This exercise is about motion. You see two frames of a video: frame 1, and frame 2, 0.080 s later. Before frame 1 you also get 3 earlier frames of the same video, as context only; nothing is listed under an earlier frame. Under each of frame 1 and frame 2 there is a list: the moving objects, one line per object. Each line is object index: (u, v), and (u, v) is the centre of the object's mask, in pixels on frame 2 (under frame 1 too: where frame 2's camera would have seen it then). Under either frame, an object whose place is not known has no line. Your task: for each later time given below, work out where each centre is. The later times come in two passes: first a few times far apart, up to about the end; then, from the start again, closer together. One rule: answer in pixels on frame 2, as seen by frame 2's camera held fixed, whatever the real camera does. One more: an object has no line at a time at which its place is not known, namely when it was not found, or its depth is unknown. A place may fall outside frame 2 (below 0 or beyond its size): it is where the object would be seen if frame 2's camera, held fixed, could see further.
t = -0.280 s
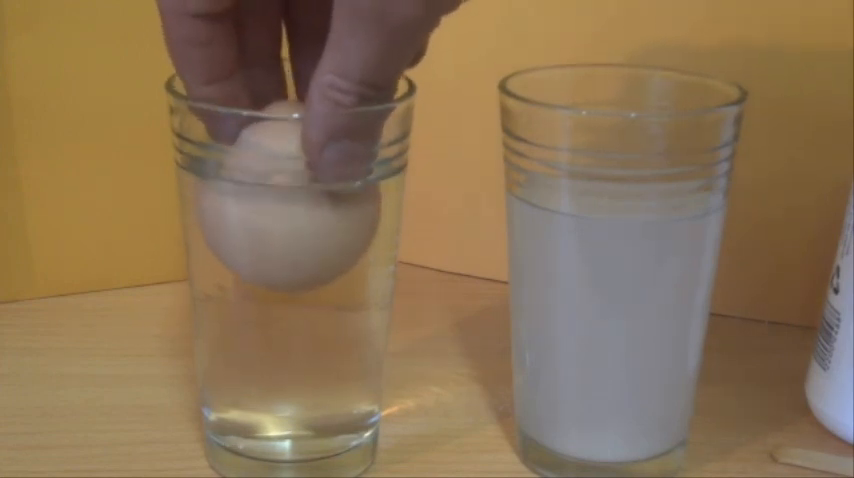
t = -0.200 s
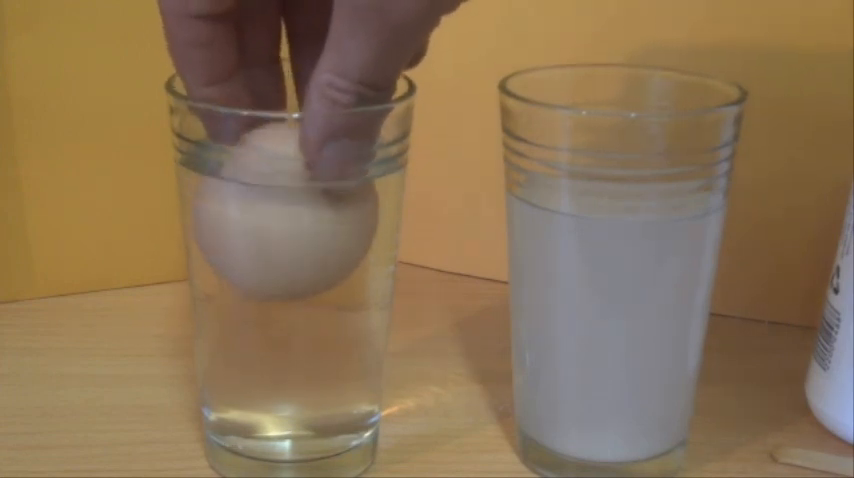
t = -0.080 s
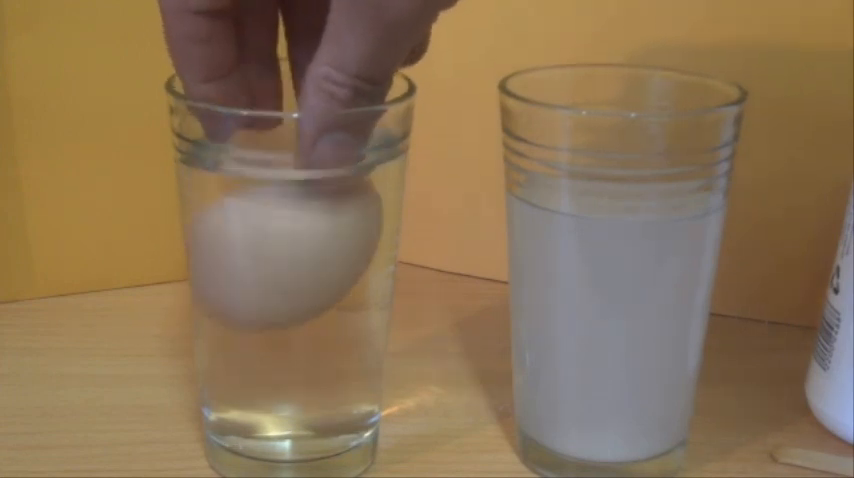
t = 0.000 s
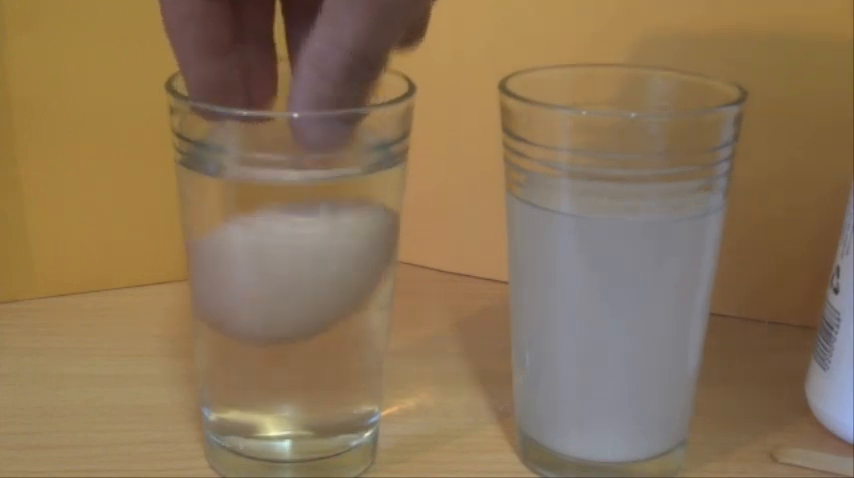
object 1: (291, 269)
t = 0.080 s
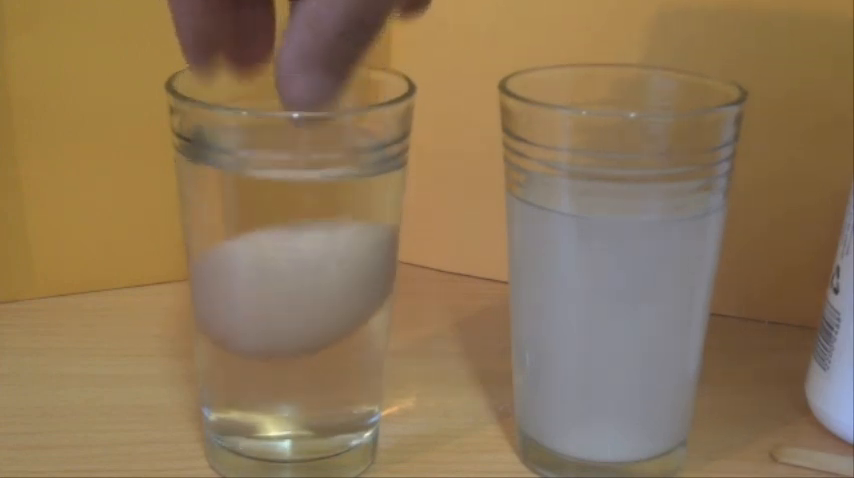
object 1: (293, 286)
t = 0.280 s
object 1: (291, 321)
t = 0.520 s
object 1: (290, 343)
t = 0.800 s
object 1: (291, 357)
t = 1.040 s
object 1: (290, 367)
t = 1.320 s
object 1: (292, 371)
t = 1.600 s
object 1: (292, 372)
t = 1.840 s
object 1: (292, 372)
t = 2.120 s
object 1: (292, 372)
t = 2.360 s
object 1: (292, 372)
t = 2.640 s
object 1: (292, 372)
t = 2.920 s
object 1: (292, 372)
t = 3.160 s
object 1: (292, 372)
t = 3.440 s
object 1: (292, 372)
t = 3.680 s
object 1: (292, 372)
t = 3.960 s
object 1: (292, 372)
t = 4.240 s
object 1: (291, 372)
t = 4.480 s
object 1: (292, 372)
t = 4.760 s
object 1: (292, 372)
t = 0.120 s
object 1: (291, 295)
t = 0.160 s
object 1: (291, 302)
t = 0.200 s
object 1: (291, 309)
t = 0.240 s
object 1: (291, 315)
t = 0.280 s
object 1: (291, 321)
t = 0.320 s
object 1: (291, 325)
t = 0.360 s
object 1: (291, 330)
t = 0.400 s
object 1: (290, 333)
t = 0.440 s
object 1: (290, 337)
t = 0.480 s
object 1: (290, 340)
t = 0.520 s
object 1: (290, 343)
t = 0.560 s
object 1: (291, 346)
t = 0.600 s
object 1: (291, 348)
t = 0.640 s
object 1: (291, 350)
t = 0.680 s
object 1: (291, 352)
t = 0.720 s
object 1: (291, 354)
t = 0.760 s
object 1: (290, 356)
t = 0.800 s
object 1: (291, 357)
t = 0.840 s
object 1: (291, 358)
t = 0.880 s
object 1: (291, 359)
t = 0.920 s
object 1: (289, 364)
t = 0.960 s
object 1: (289, 364)
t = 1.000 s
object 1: (290, 365)
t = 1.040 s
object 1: (290, 367)
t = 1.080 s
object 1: (290, 368)
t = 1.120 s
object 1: (291, 369)
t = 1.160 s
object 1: (291, 370)
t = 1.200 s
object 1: (291, 370)
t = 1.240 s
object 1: (291, 371)
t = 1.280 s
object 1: (292, 371)
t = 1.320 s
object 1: (292, 371)
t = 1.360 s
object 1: (292, 372)
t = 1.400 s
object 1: (292, 372)
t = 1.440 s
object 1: (292, 372)
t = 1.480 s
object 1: (292, 372)
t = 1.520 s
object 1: (292, 372)
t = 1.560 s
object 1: (292, 372)
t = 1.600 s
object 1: (292, 372)
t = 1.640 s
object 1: (292, 372)
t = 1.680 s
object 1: (292, 372)
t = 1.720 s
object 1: (292, 372)
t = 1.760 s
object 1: (292, 372)
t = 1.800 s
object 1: (292, 372)
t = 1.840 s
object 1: (292, 372)
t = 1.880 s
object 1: (292, 372)
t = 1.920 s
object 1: (292, 372)
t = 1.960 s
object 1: (292, 372)
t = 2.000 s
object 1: (292, 372)
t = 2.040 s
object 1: (292, 372)
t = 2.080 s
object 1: (292, 372)
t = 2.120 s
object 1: (292, 372)
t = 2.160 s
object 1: (292, 372)
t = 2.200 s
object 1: (292, 372)
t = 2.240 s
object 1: (292, 372)
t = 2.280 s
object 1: (292, 372)
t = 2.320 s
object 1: (292, 372)
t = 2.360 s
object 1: (292, 372)
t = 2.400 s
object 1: (292, 372)
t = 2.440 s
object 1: (292, 372)
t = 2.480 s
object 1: (292, 372)
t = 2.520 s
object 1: (292, 372)
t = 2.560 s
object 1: (292, 372)
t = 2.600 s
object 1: (292, 372)
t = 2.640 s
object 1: (292, 372)
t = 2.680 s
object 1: (292, 372)
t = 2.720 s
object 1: (292, 372)
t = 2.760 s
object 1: (292, 372)
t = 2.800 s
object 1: (292, 372)
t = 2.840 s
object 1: (292, 372)
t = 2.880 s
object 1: (292, 372)
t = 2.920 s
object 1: (292, 372)
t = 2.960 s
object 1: (292, 372)
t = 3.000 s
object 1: (292, 372)
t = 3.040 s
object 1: (292, 372)
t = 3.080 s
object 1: (292, 372)
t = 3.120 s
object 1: (292, 372)
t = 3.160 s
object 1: (292, 372)
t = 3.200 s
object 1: (292, 372)
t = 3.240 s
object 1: (292, 372)
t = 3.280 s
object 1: (292, 372)
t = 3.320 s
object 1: (292, 372)
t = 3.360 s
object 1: (292, 372)
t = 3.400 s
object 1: (292, 372)
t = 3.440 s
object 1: (292, 372)
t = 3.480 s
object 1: (292, 372)
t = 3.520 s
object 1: (292, 372)
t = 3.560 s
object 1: (292, 372)
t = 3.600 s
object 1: (292, 372)
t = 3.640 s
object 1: (292, 372)
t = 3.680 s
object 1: (292, 372)
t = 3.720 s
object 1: (292, 372)
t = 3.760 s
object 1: (292, 372)
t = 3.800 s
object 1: (292, 372)
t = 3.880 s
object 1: (292, 372)
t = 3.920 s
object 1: (292, 372)
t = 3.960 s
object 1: (292, 372)
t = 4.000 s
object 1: (292, 372)
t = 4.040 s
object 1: (292, 372)
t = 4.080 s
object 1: (292, 372)
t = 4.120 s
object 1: (292, 372)
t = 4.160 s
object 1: (292, 372)
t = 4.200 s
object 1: (291, 372)
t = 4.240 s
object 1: (291, 372)
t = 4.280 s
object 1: (291, 372)
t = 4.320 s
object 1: (291, 372)
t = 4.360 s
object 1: (292, 372)
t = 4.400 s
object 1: (292, 372)
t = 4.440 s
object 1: (292, 372)
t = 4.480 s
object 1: (292, 372)
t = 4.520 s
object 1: (292, 372)
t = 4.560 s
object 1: (292, 372)
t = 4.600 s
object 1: (292, 372)
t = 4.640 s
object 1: (292, 372)
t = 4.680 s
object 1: (292, 372)
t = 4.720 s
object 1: (292, 372)
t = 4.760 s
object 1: (292, 372)
